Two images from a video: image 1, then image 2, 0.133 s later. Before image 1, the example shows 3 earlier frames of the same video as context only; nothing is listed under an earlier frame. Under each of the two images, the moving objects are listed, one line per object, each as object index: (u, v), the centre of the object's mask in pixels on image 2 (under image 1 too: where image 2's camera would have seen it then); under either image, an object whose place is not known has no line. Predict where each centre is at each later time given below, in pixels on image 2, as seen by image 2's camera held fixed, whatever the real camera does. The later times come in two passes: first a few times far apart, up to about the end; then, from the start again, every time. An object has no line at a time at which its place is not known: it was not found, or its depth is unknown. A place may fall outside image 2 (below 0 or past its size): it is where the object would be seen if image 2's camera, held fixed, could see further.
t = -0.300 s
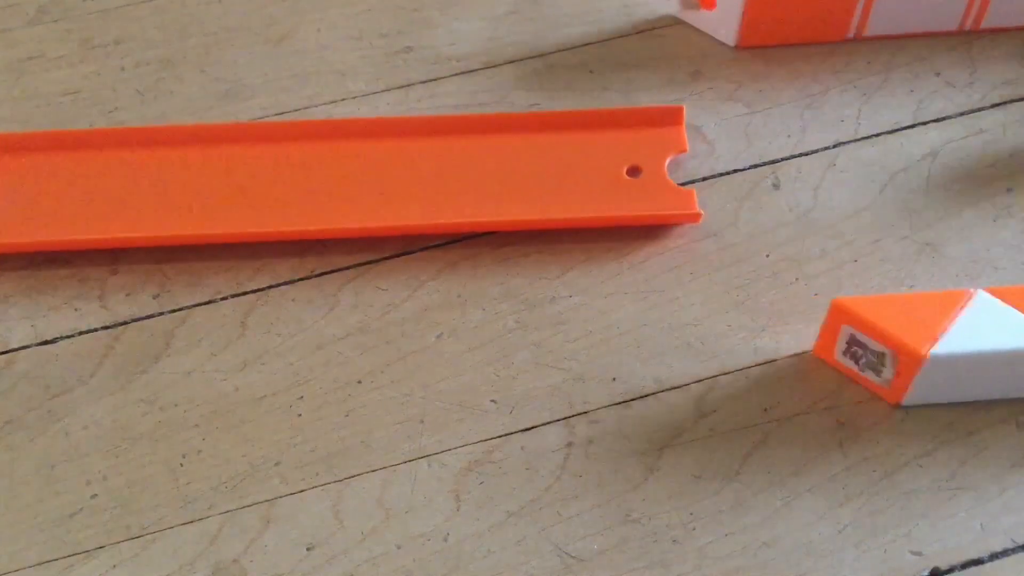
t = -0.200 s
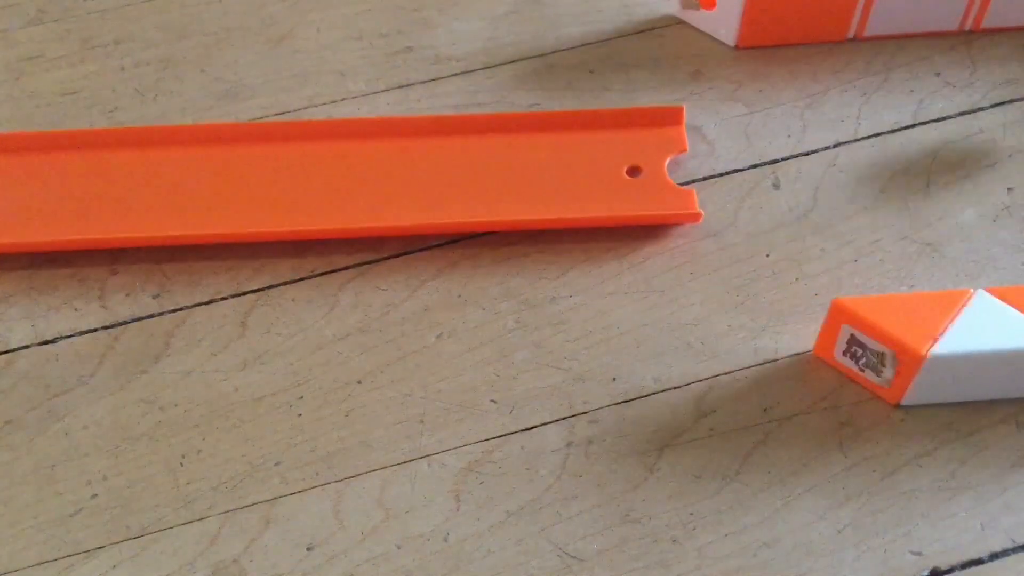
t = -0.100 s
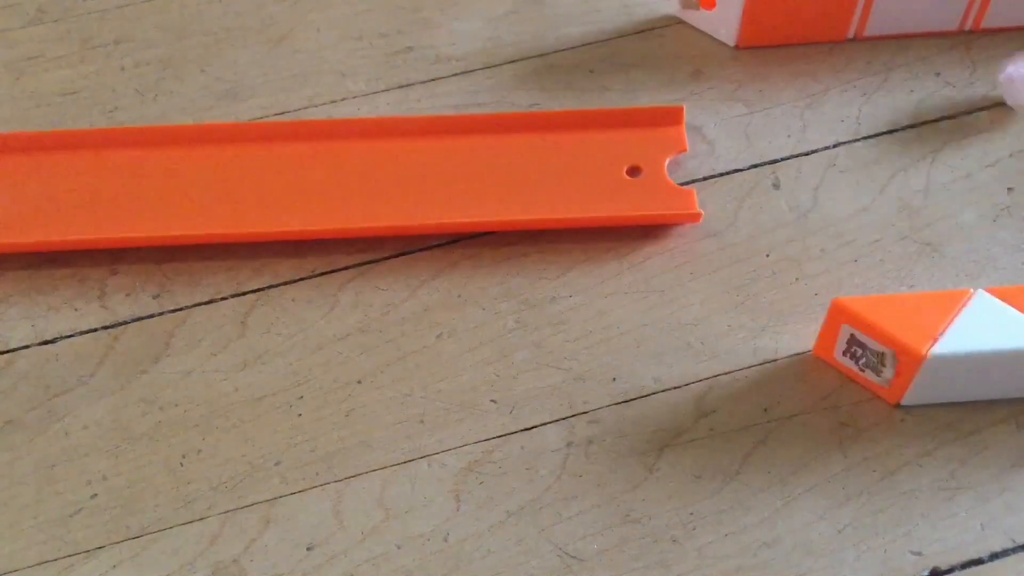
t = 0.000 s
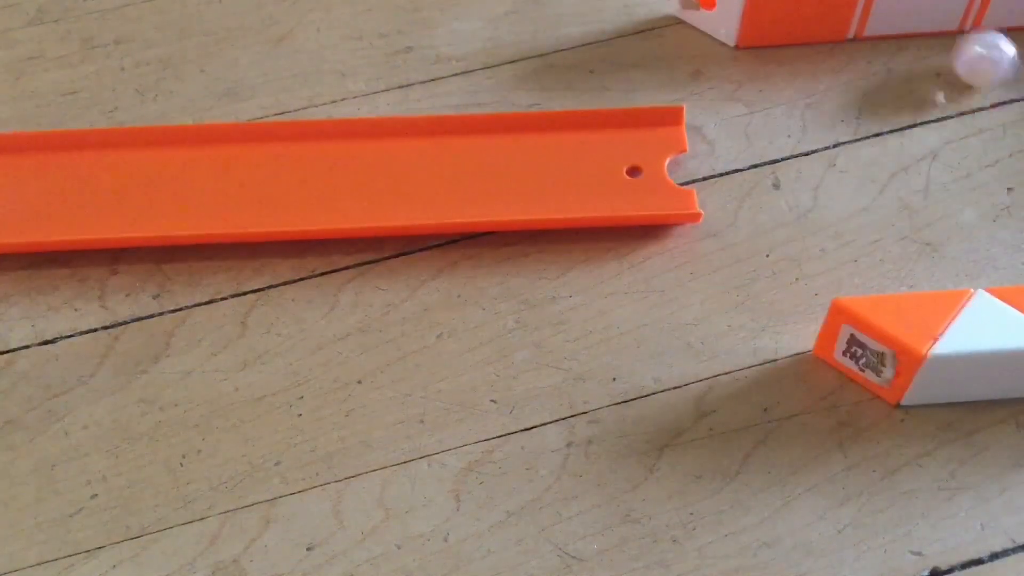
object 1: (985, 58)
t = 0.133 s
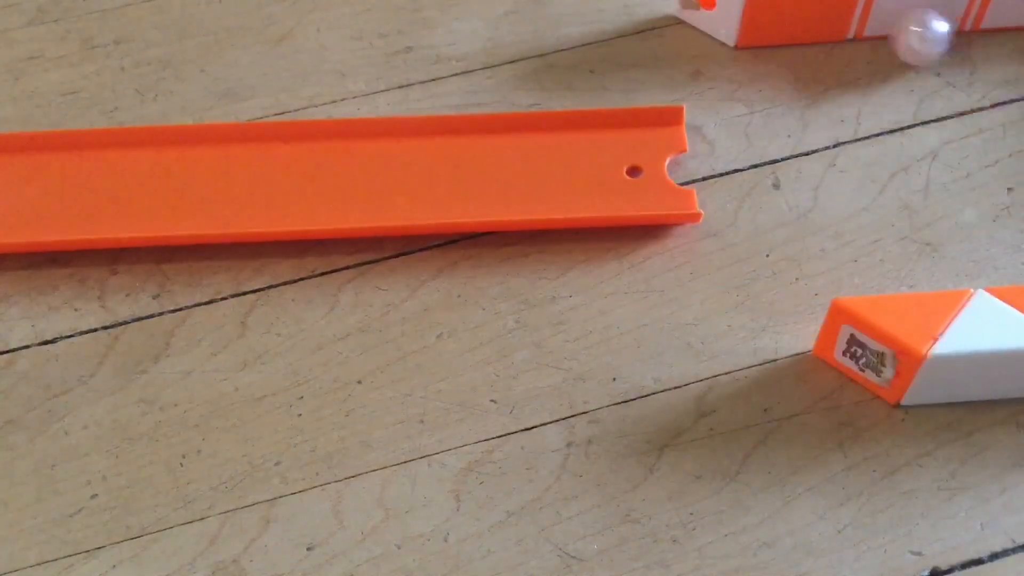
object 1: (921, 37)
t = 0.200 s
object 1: (904, 41)
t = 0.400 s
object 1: (918, 53)
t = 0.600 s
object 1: (905, 40)
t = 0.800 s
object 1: (888, 39)
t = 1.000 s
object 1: (882, 47)
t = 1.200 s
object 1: (880, 51)
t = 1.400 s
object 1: (884, 50)
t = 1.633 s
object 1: (880, 51)
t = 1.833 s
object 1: (882, 51)
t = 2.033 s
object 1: (884, 51)
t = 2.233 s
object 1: (883, 52)
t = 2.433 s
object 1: (883, 52)
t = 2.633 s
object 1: (884, 51)
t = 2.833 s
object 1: (883, 51)
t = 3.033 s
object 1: (883, 51)
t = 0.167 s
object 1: (911, 38)
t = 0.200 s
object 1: (904, 41)
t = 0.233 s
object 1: (903, 46)
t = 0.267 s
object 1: (903, 49)
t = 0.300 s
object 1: (906, 51)
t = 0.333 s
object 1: (910, 54)
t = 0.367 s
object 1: (915, 54)
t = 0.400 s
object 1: (918, 53)
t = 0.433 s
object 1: (921, 52)
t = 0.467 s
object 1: (924, 49)
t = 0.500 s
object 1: (924, 45)
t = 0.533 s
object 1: (921, 40)
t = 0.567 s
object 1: (914, 37)
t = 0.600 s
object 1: (905, 40)
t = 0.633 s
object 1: (897, 40)
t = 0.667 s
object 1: (891, 42)
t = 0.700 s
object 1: (890, 43)
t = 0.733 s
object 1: (891, 43)
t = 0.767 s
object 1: (891, 41)
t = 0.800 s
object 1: (888, 39)
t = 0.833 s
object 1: (886, 40)
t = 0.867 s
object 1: (885, 42)
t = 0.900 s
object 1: (884, 44)
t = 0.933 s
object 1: (884, 45)
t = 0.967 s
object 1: (883, 46)
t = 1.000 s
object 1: (882, 47)
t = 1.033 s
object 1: (882, 49)
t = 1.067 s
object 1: (882, 50)
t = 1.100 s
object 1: (883, 51)
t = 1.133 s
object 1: (882, 52)
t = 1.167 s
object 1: (880, 51)
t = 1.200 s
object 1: (880, 51)
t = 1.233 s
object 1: (879, 50)
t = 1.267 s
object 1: (879, 49)
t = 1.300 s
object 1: (880, 49)
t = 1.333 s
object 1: (881, 49)
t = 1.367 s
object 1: (883, 50)
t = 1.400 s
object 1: (884, 50)
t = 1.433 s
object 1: (884, 50)
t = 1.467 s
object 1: (883, 50)
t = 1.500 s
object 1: (882, 49)
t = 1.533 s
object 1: (881, 50)
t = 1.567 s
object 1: (880, 49)
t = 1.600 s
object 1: (880, 50)
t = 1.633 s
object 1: (880, 51)
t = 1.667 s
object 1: (880, 51)
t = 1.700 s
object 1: (880, 50)
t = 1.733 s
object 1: (881, 50)
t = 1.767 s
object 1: (882, 50)
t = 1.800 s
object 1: (882, 50)
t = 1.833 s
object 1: (882, 51)
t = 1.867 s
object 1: (882, 51)
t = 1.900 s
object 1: (882, 50)
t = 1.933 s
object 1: (883, 50)
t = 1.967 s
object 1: (883, 51)
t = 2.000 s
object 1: (883, 51)
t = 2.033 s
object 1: (884, 51)
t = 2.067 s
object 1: (884, 51)
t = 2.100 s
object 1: (884, 52)
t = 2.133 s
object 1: (884, 51)
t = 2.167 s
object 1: (884, 51)
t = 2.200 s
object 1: (884, 52)
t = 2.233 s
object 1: (883, 52)
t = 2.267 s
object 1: (883, 52)
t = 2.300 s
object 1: (884, 51)
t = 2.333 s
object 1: (883, 52)
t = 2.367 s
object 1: (883, 52)
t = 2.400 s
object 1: (883, 51)
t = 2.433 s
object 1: (883, 52)
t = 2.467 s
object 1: (883, 51)
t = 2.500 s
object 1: (883, 51)
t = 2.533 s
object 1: (884, 51)
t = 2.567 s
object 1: (883, 52)
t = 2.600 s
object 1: (883, 52)
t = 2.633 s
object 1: (884, 51)
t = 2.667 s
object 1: (884, 51)
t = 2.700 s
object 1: (884, 51)
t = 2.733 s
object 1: (884, 51)
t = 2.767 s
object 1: (884, 51)
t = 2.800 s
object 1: (883, 52)
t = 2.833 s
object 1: (883, 51)
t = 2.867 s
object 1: (883, 51)
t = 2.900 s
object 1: (883, 51)
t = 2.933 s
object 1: (883, 51)
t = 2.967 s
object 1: (883, 51)
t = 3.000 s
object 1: (883, 51)
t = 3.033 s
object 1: (883, 51)
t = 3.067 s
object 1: (883, 51)
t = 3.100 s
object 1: (884, 51)
